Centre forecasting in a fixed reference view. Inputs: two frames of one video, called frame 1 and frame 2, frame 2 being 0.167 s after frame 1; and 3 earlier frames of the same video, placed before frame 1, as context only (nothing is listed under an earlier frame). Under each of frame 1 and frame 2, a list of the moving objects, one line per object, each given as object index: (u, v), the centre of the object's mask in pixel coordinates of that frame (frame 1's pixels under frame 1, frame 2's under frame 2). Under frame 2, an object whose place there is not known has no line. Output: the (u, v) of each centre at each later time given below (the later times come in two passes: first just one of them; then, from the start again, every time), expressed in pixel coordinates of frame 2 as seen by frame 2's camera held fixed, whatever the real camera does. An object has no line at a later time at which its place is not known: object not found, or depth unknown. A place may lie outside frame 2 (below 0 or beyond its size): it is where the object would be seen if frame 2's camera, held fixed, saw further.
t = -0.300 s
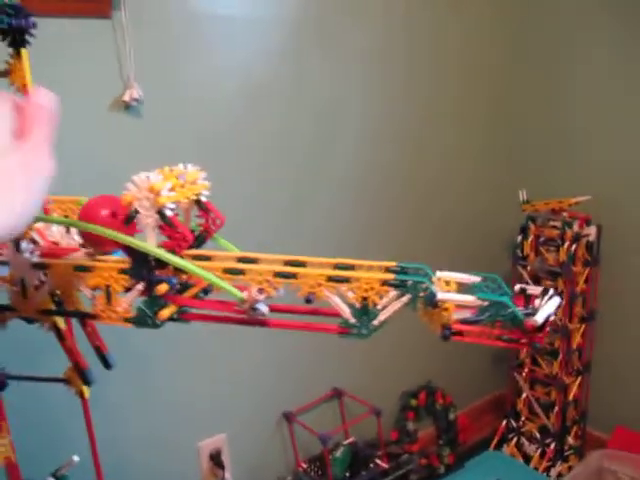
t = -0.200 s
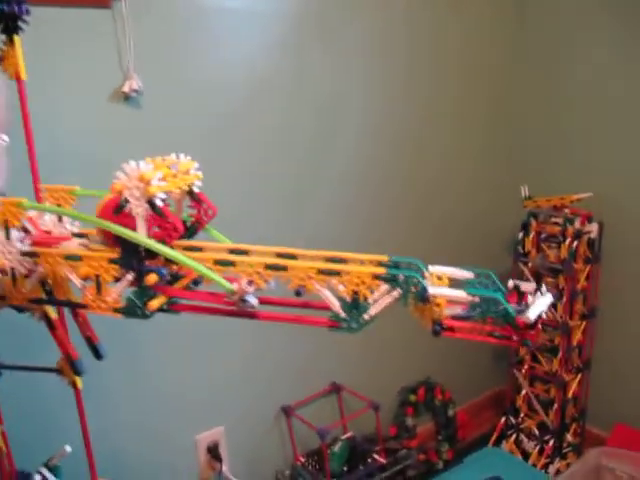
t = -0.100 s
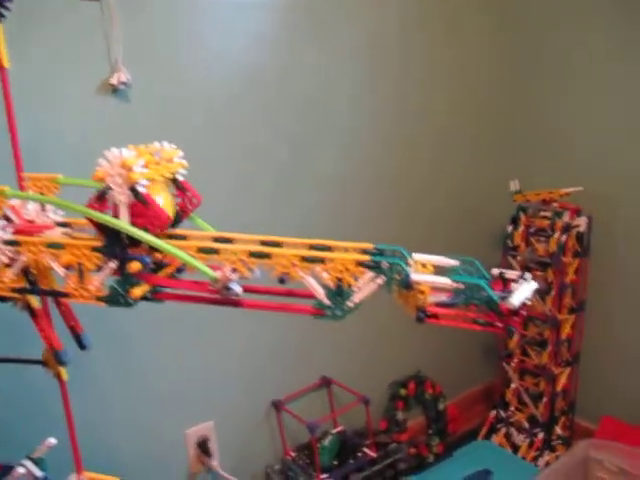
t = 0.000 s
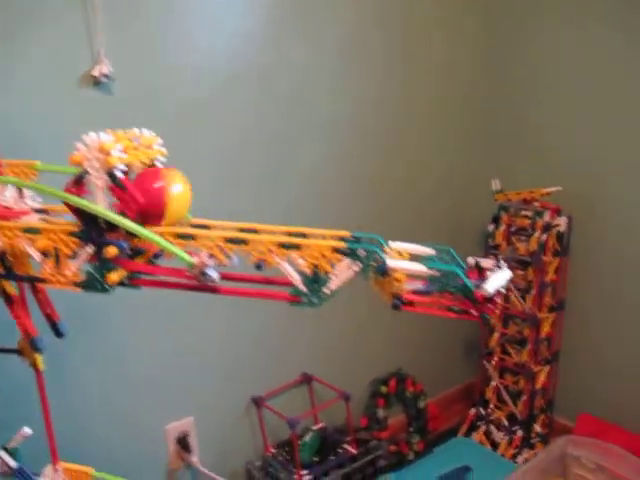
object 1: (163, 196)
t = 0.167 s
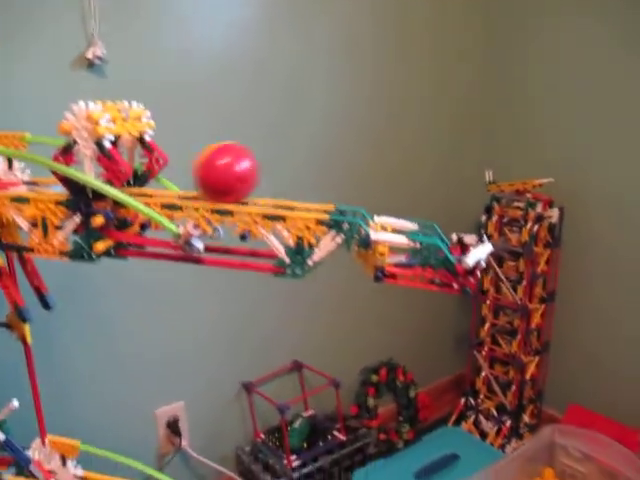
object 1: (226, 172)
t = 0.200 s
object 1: (243, 174)
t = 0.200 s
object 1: (243, 174)
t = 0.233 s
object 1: (262, 175)
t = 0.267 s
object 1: (280, 177)
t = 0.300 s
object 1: (300, 179)
